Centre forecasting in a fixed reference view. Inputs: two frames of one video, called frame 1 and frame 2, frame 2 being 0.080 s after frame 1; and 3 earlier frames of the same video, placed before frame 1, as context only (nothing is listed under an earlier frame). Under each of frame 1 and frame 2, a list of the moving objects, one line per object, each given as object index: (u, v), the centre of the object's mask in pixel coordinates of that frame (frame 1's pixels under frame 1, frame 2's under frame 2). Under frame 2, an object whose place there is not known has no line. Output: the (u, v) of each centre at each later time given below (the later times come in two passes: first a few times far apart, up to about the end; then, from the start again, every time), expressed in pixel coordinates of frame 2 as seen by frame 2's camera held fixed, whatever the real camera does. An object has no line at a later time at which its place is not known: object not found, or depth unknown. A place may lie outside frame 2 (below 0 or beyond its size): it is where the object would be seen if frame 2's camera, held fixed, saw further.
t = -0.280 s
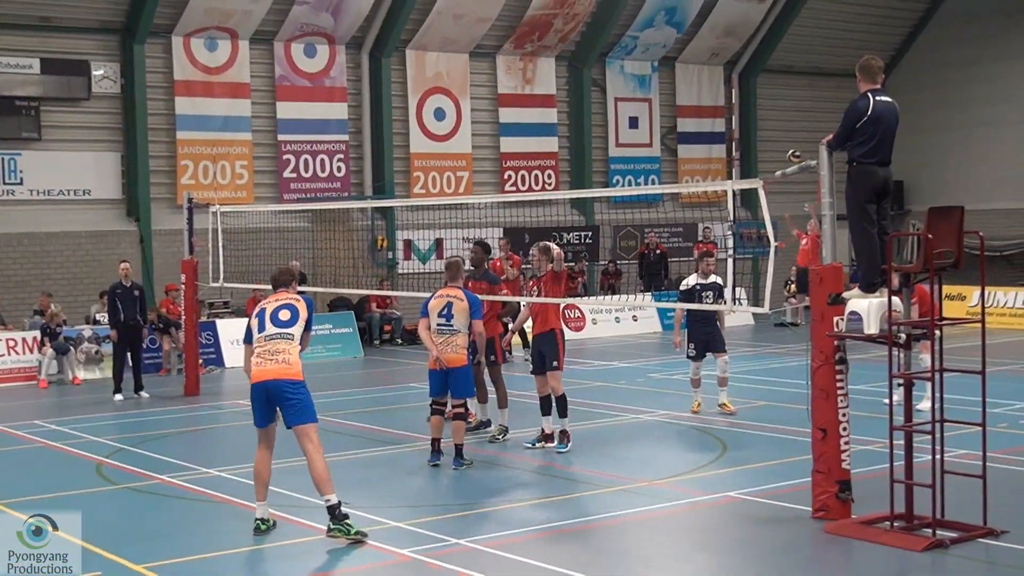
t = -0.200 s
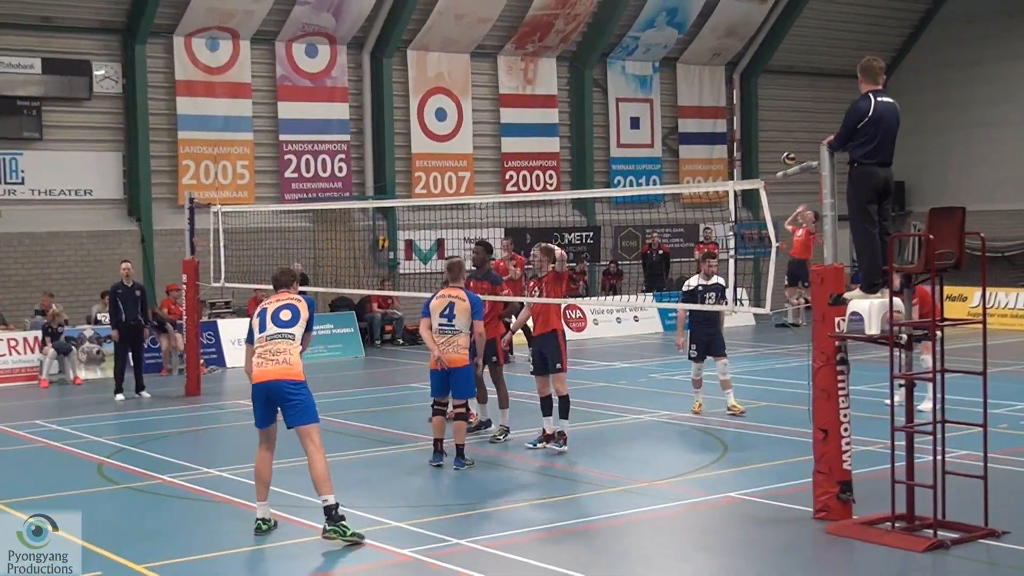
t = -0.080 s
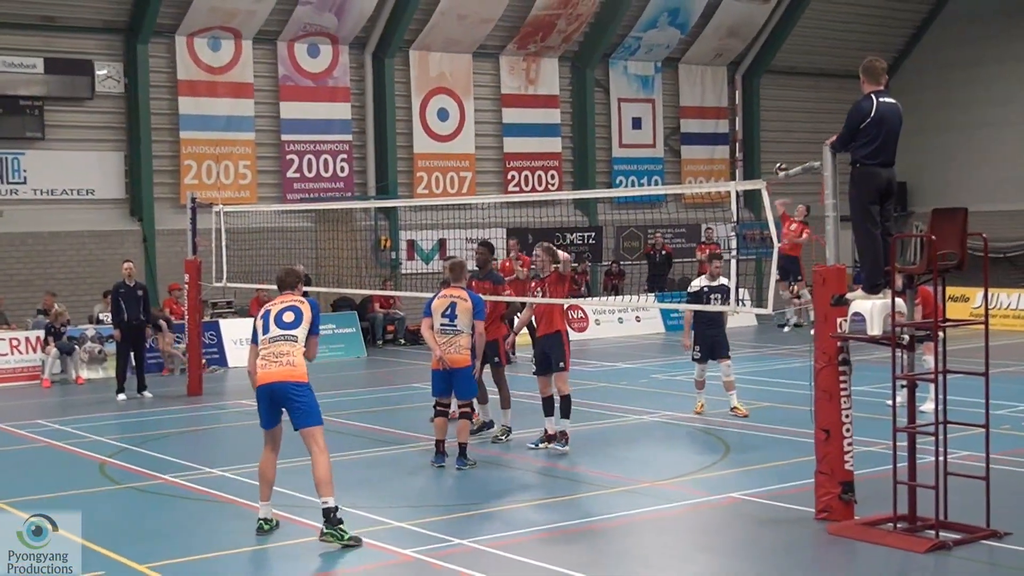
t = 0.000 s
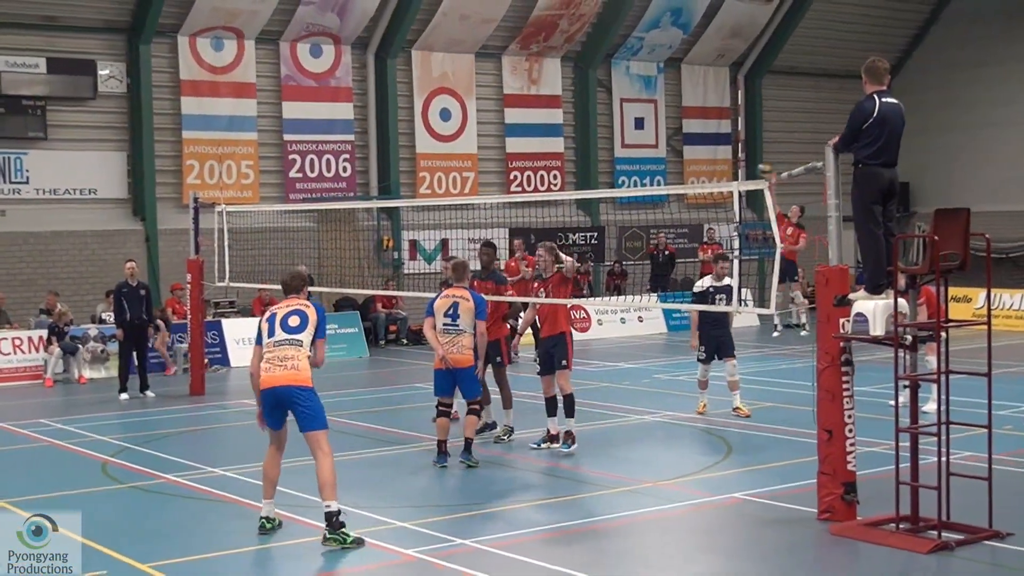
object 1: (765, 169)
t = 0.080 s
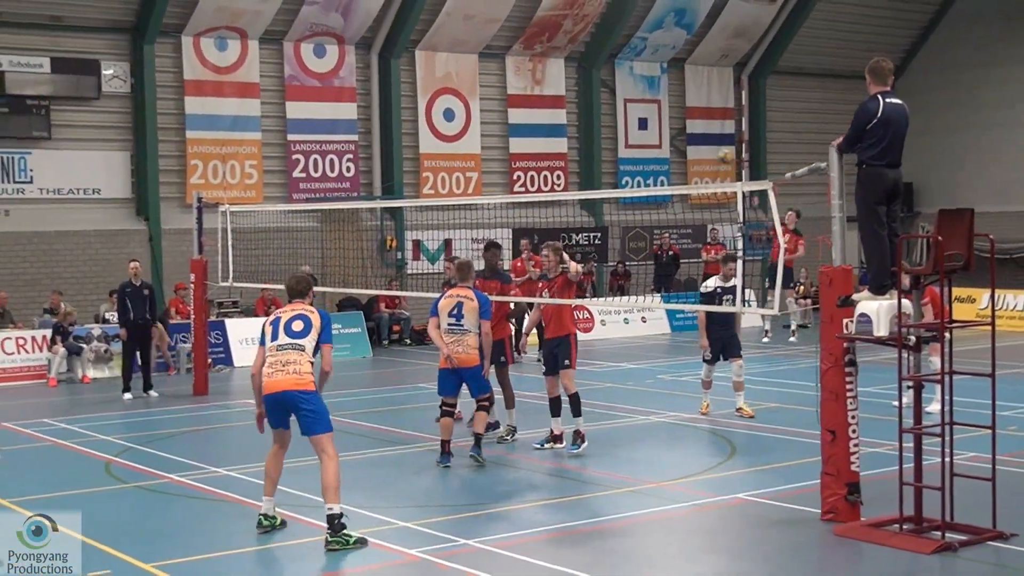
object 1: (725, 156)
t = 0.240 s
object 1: (635, 135)
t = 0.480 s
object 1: (468, 133)
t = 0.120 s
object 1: (704, 150)
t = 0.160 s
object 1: (681, 144)
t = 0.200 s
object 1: (659, 139)
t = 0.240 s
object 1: (635, 135)
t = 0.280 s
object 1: (610, 132)
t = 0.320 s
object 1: (584, 130)
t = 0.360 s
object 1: (556, 130)
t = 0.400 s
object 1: (528, 129)
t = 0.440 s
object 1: (499, 130)
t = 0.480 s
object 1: (468, 133)
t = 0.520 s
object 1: (437, 137)
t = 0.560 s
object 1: (407, 141)
